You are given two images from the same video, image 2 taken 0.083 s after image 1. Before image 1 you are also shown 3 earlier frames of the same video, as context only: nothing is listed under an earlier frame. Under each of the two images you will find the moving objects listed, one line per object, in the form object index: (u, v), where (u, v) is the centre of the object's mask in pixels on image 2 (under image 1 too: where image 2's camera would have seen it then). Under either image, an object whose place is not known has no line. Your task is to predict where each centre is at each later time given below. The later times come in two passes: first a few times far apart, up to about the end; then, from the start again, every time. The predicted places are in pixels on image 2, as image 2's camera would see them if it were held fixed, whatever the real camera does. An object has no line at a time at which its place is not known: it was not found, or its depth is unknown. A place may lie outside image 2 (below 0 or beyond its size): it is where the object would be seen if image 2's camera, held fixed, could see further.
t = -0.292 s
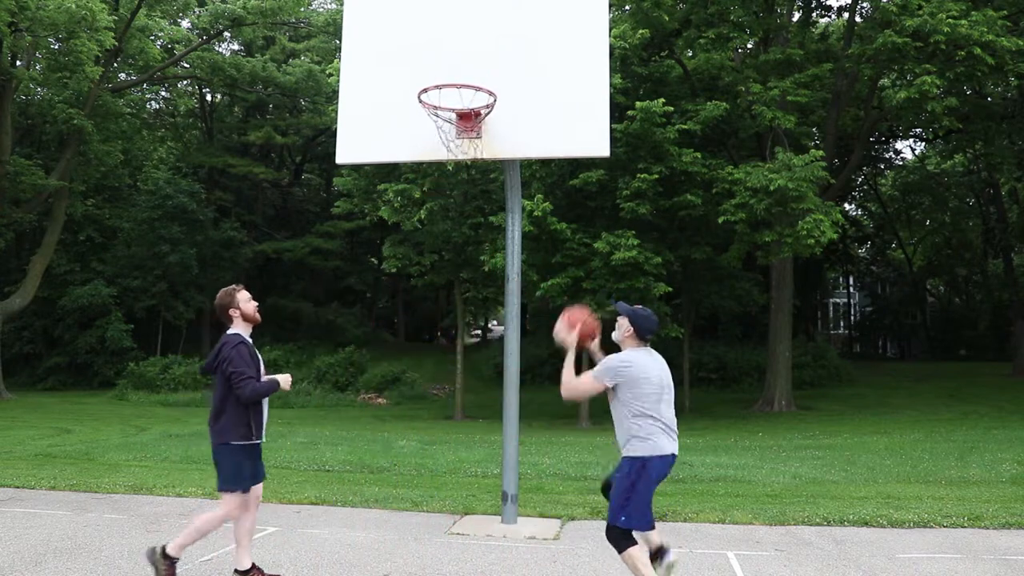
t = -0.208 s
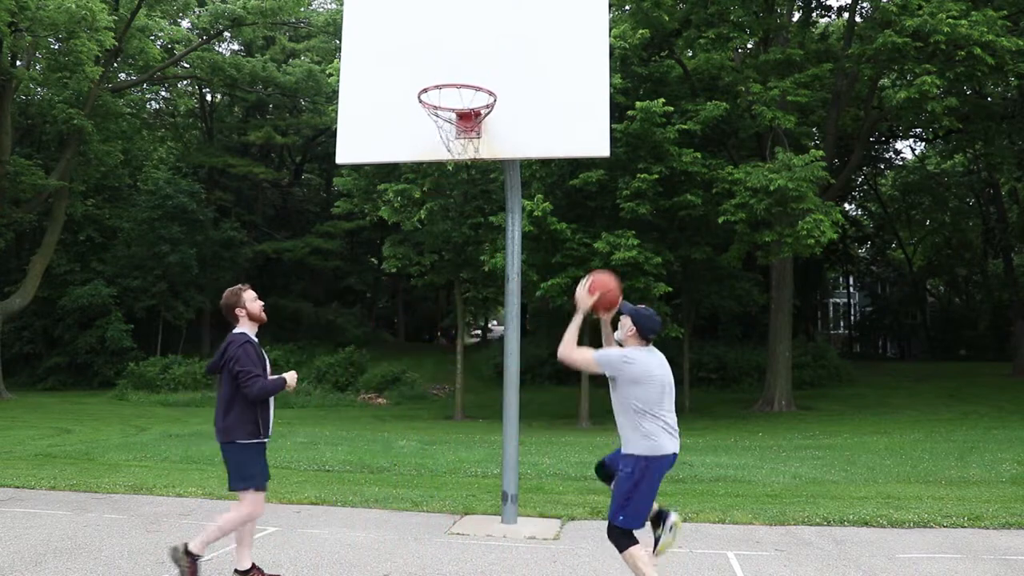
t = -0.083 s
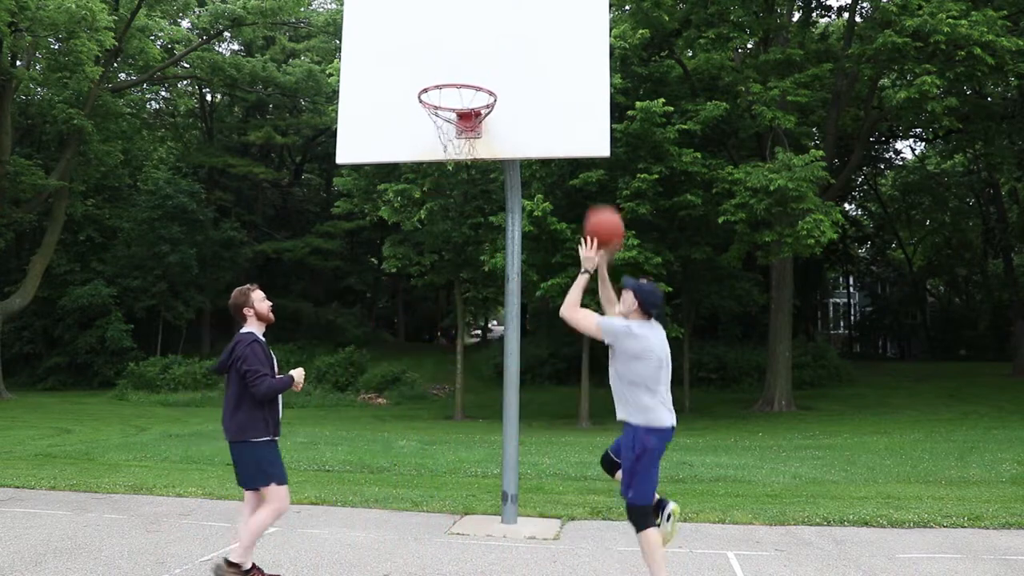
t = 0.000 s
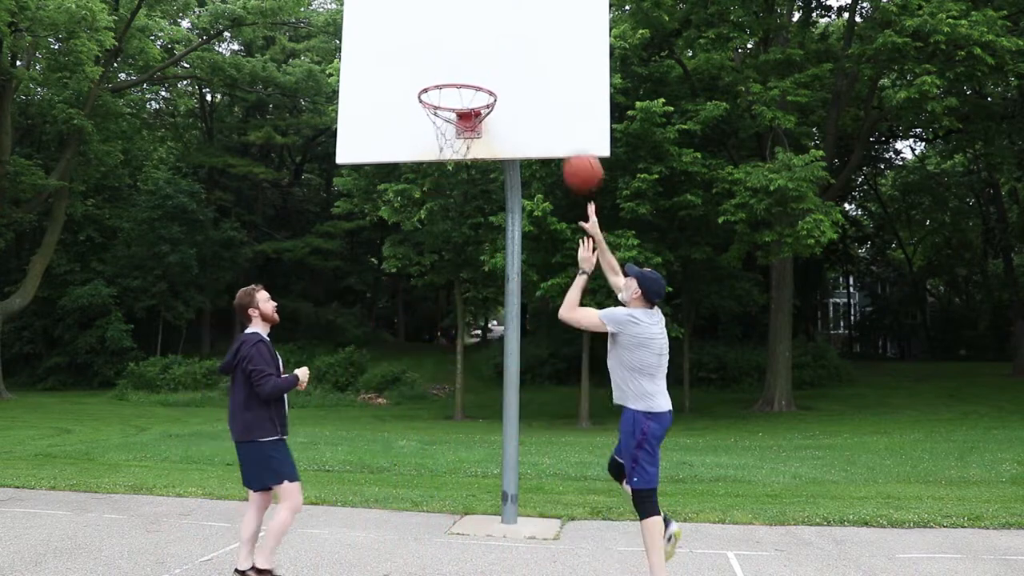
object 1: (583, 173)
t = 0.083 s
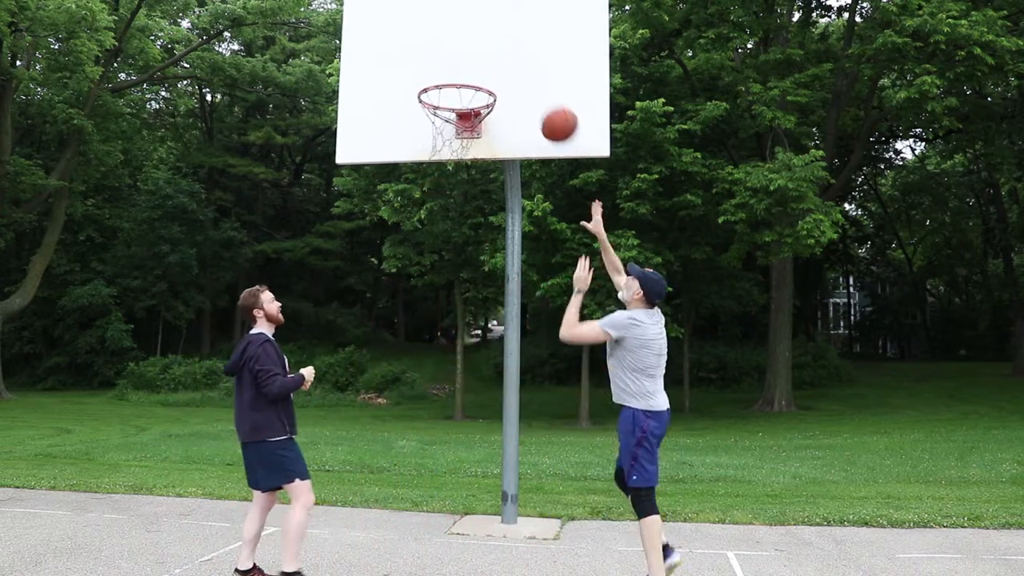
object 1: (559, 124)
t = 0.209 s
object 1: (527, 79)
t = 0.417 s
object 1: (480, 56)
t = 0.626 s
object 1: (445, 89)
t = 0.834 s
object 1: (468, 90)
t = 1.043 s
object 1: (451, 112)
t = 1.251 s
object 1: (455, 150)
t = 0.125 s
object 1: (548, 106)
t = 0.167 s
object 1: (538, 91)
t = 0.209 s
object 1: (527, 79)
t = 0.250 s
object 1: (517, 70)
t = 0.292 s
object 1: (507, 63)
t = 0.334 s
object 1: (497, 59)
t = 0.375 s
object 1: (487, 57)
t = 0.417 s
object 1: (480, 56)
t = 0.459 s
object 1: (473, 58)
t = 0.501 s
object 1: (466, 62)
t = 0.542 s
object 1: (459, 68)
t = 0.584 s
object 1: (452, 77)
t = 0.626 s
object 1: (445, 89)
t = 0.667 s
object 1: (446, 88)
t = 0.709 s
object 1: (449, 82)
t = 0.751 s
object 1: (452, 86)
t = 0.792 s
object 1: (460, 86)
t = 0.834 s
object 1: (468, 90)
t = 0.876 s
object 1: (475, 95)
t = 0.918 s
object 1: (468, 102)
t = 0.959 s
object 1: (460, 103)
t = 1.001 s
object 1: (453, 109)
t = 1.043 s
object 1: (451, 112)
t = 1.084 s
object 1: (451, 116)
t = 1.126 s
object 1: (452, 124)
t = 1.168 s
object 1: (454, 132)
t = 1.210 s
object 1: (454, 140)
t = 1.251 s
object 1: (455, 150)
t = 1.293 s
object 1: (456, 164)
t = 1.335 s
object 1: (458, 179)
